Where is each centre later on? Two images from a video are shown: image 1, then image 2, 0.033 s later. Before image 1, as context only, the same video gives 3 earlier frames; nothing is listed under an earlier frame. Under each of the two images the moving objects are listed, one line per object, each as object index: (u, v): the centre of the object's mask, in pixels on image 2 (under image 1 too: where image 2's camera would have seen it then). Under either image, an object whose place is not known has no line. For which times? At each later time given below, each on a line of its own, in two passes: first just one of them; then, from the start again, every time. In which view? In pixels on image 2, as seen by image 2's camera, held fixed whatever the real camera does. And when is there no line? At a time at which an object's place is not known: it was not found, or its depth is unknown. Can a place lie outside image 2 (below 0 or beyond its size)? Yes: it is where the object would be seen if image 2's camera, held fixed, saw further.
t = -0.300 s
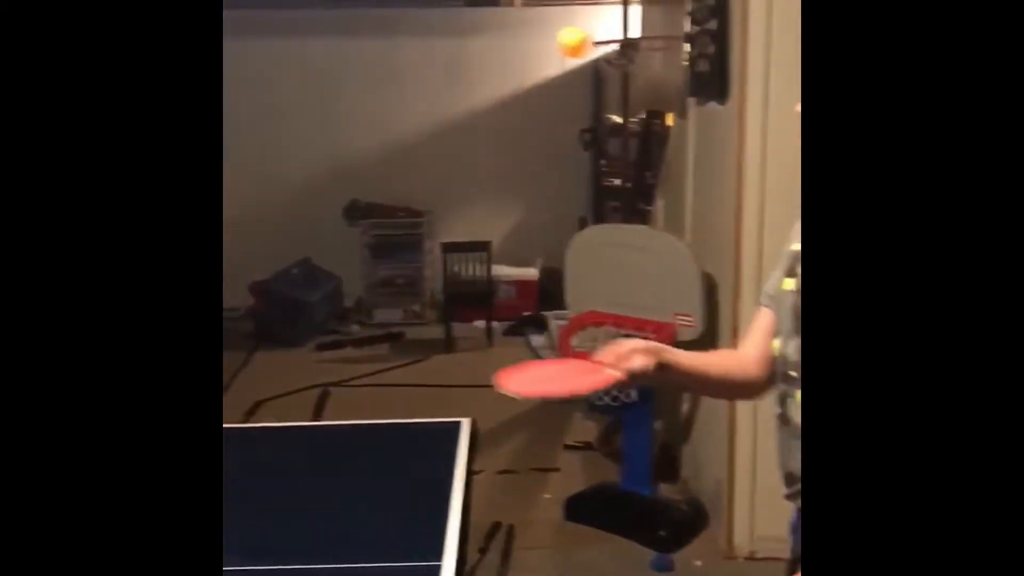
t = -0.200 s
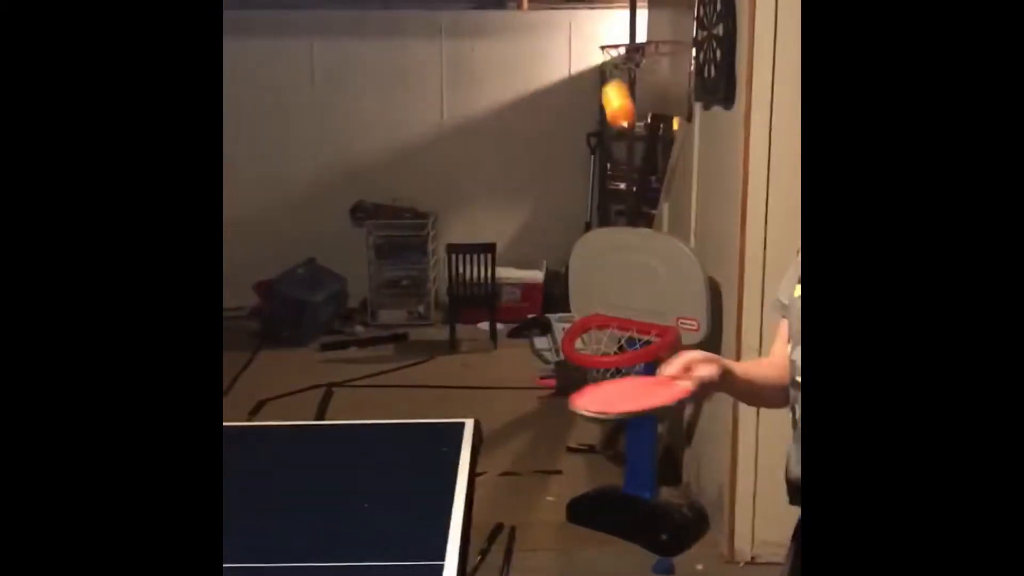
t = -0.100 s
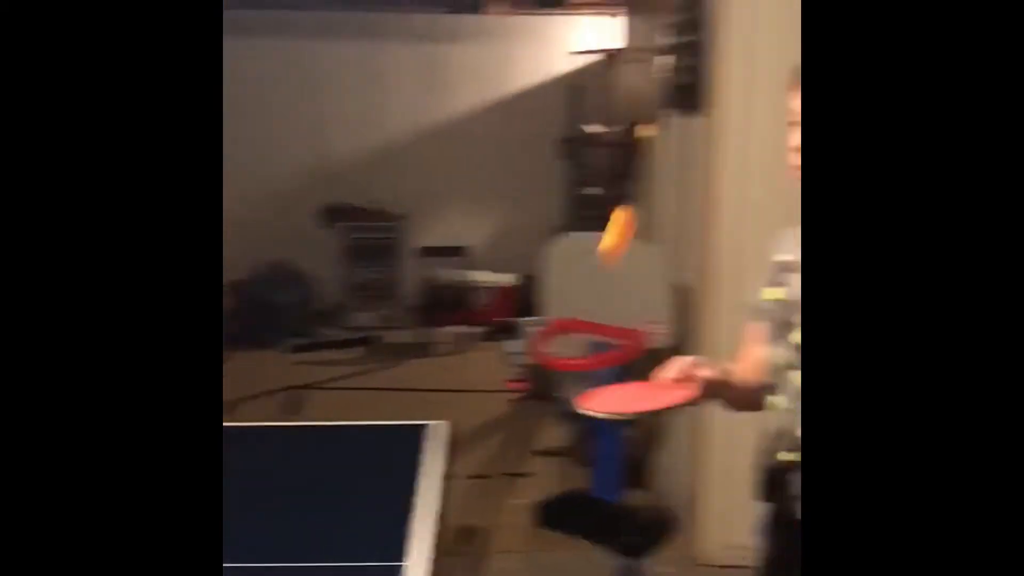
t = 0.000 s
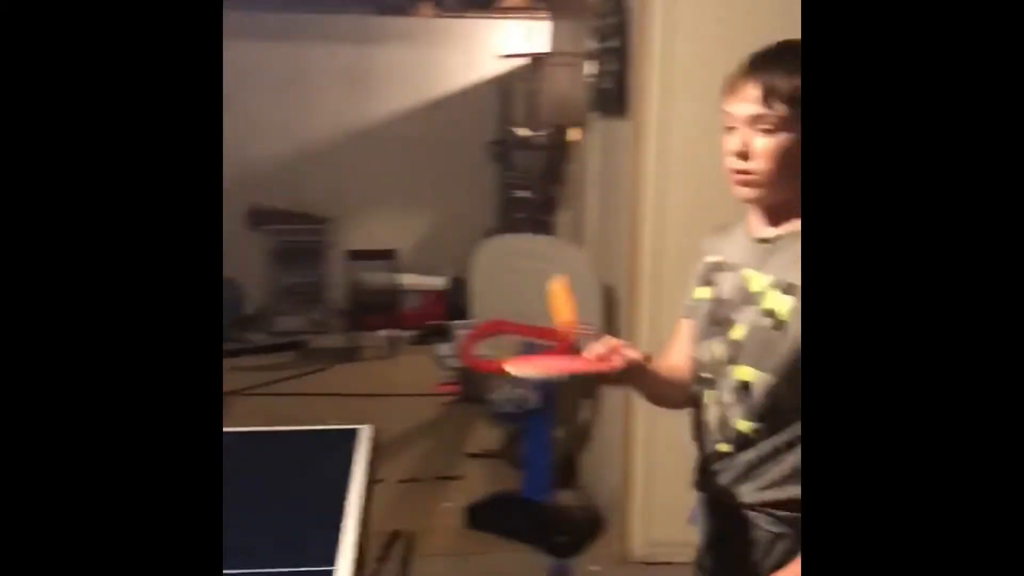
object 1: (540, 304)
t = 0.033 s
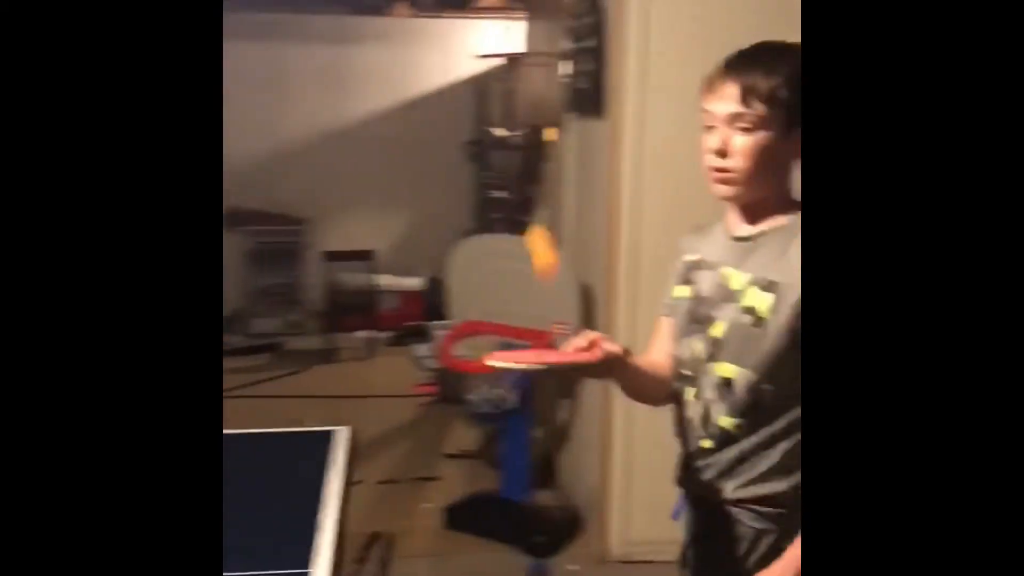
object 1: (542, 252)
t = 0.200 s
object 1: (560, 110)
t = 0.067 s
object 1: (546, 209)
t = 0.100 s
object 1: (549, 171)
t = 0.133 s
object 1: (553, 143)
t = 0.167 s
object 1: (556, 123)
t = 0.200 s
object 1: (560, 110)
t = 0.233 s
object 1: (565, 107)
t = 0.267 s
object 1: (569, 110)
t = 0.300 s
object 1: (572, 120)
